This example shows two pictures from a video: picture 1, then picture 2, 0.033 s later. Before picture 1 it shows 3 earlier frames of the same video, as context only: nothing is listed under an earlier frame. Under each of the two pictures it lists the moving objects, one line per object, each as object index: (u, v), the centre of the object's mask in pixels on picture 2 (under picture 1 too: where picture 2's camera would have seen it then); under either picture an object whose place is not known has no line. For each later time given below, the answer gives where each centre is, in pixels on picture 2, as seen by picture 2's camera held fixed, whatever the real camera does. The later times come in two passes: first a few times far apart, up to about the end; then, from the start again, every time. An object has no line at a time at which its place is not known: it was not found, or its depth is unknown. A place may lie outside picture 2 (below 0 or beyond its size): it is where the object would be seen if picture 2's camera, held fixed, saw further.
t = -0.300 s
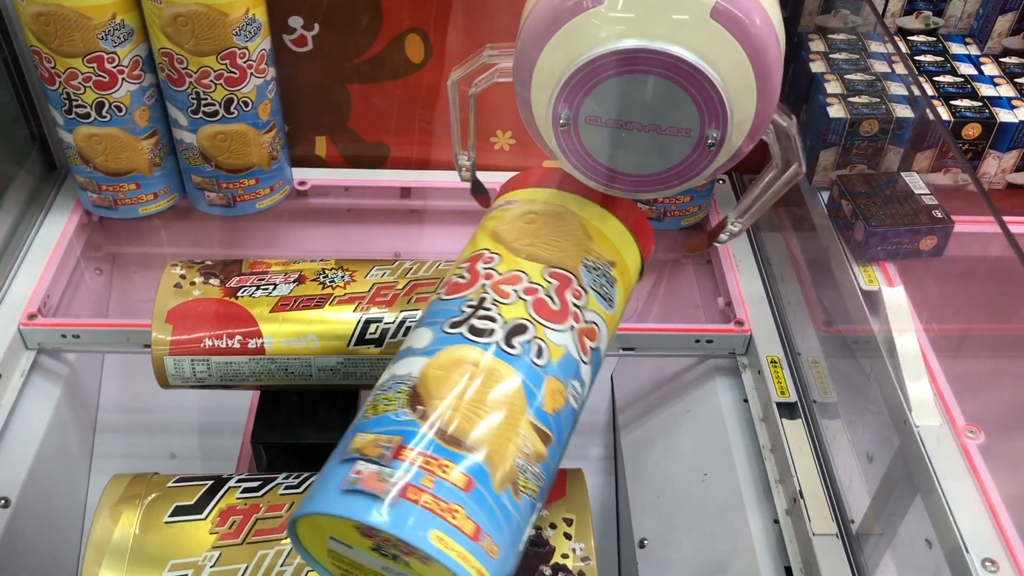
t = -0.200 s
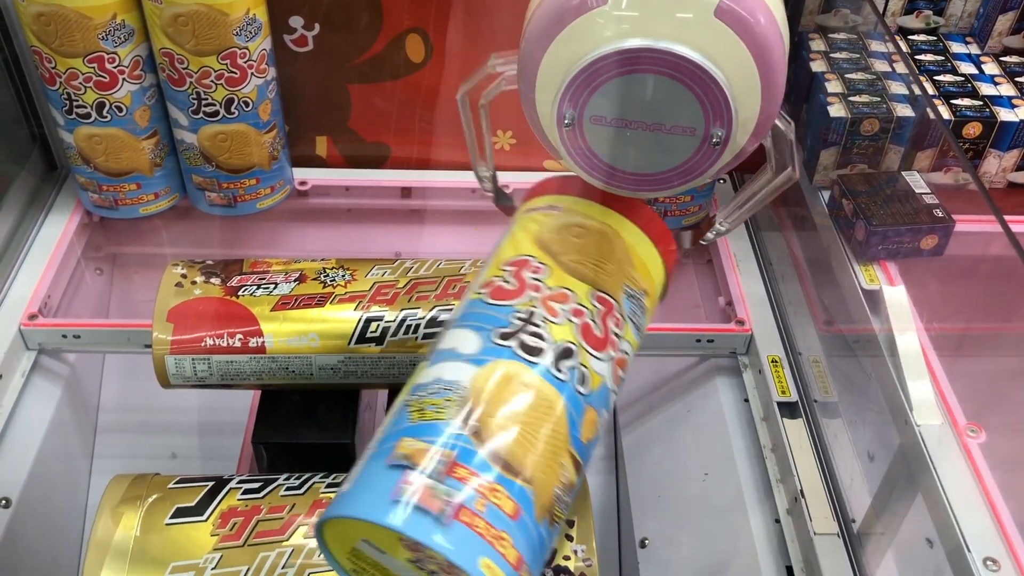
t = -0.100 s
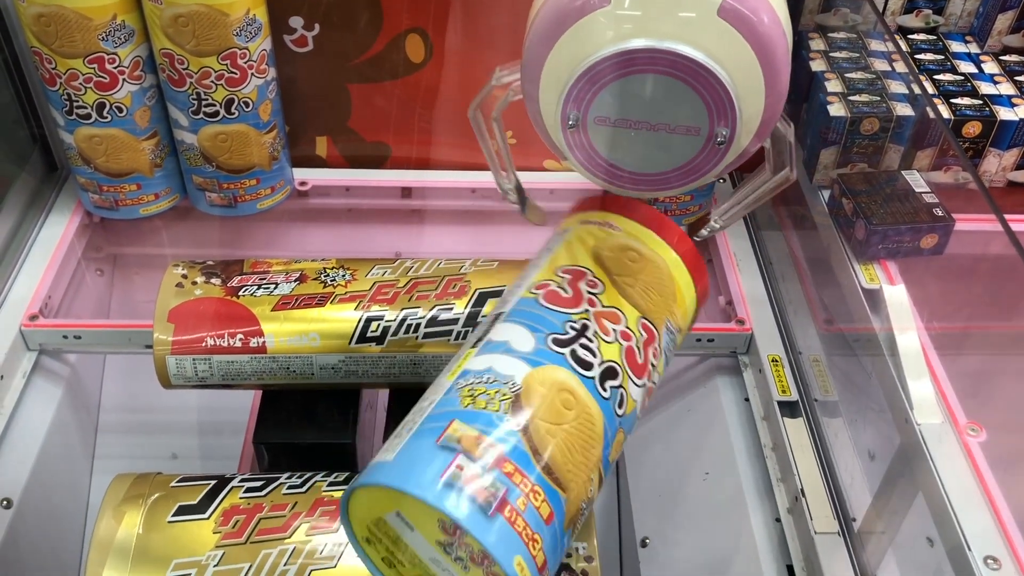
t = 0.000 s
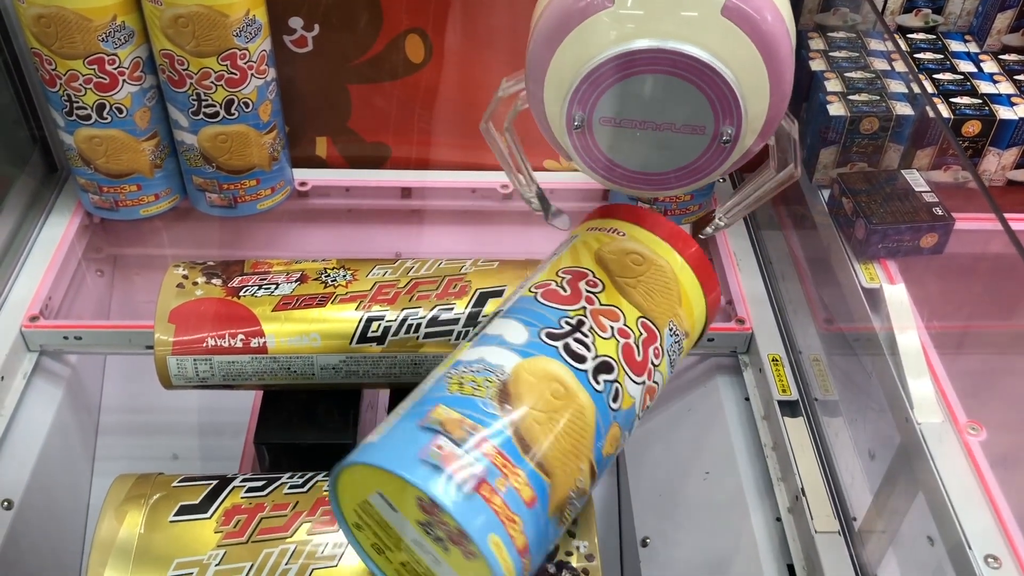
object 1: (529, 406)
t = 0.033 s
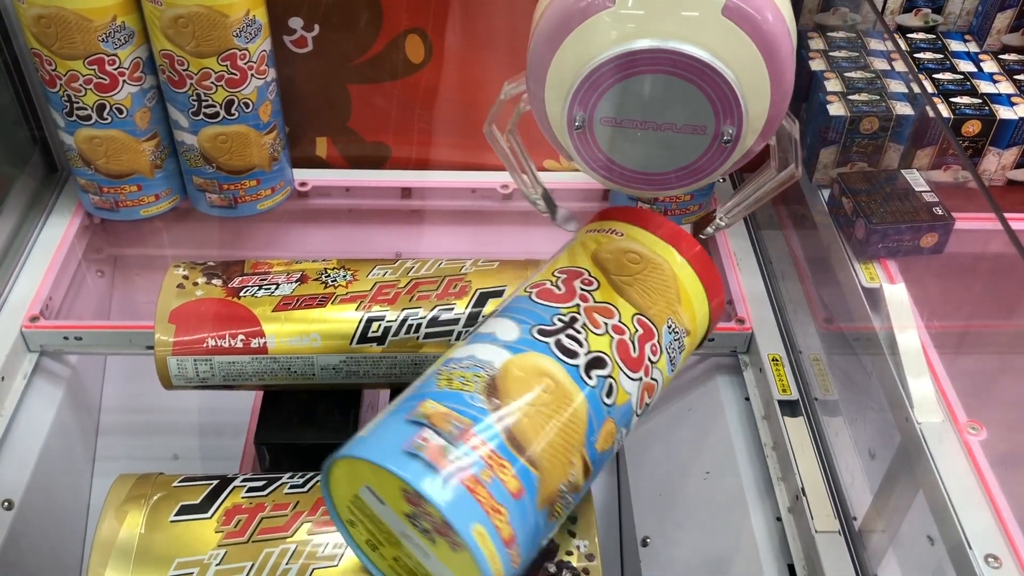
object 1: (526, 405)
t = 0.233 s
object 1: (504, 393)
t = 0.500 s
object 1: (515, 404)
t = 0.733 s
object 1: (570, 394)
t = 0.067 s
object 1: (522, 405)
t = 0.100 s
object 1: (518, 404)
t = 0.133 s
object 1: (513, 402)
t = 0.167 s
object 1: (509, 399)
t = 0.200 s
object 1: (506, 396)
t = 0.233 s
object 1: (504, 393)
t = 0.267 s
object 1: (503, 390)
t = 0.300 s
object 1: (503, 389)
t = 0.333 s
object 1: (504, 390)
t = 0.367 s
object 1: (505, 390)
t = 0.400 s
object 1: (505, 391)
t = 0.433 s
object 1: (507, 395)
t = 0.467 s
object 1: (510, 400)
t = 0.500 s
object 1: (515, 404)
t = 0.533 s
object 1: (520, 404)
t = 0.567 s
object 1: (526, 397)
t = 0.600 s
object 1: (532, 391)
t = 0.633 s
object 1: (539, 389)
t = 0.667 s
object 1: (548, 387)
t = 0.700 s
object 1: (559, 391)
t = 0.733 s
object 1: (570, 394)
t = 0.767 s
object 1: (580, 399)
